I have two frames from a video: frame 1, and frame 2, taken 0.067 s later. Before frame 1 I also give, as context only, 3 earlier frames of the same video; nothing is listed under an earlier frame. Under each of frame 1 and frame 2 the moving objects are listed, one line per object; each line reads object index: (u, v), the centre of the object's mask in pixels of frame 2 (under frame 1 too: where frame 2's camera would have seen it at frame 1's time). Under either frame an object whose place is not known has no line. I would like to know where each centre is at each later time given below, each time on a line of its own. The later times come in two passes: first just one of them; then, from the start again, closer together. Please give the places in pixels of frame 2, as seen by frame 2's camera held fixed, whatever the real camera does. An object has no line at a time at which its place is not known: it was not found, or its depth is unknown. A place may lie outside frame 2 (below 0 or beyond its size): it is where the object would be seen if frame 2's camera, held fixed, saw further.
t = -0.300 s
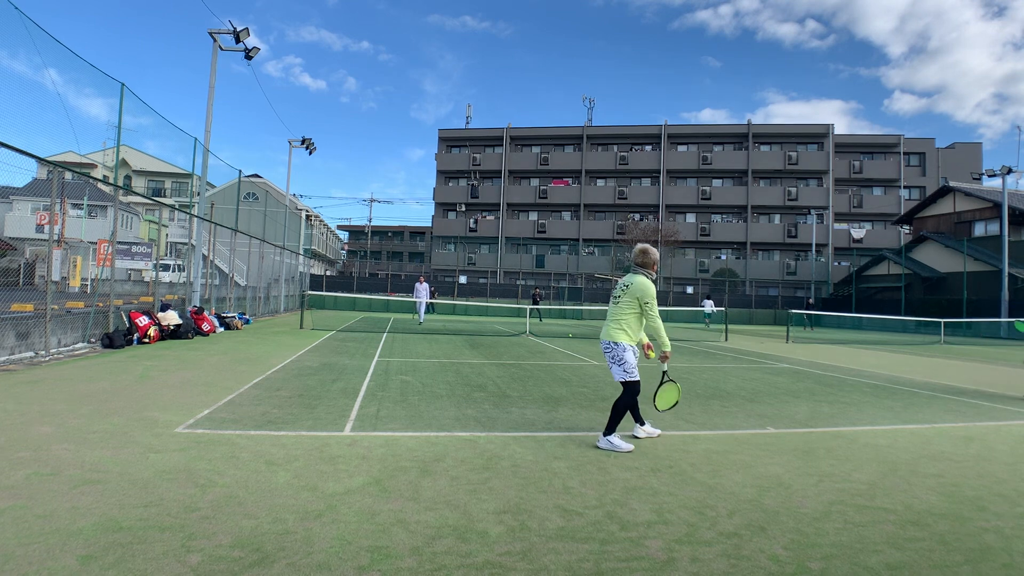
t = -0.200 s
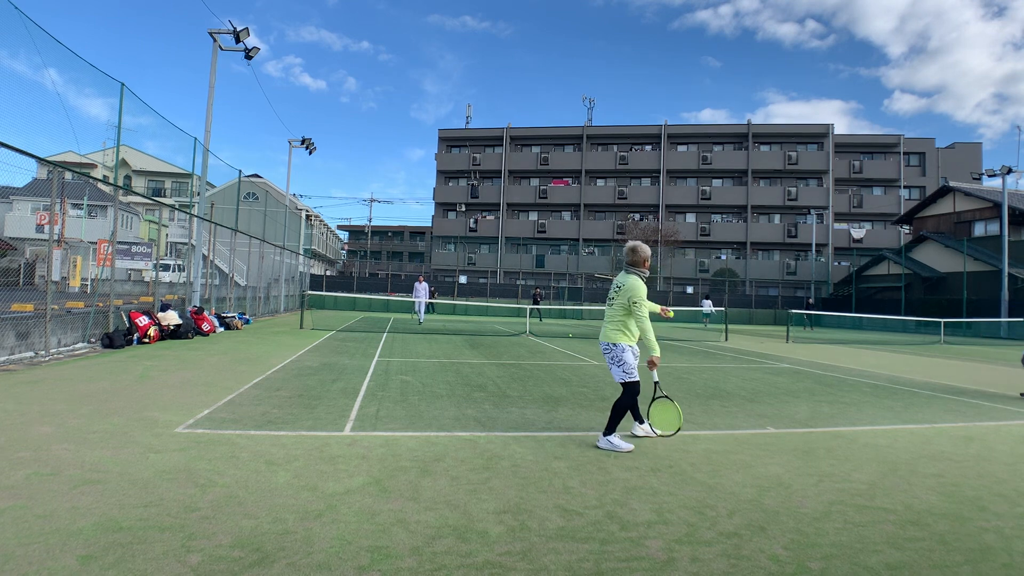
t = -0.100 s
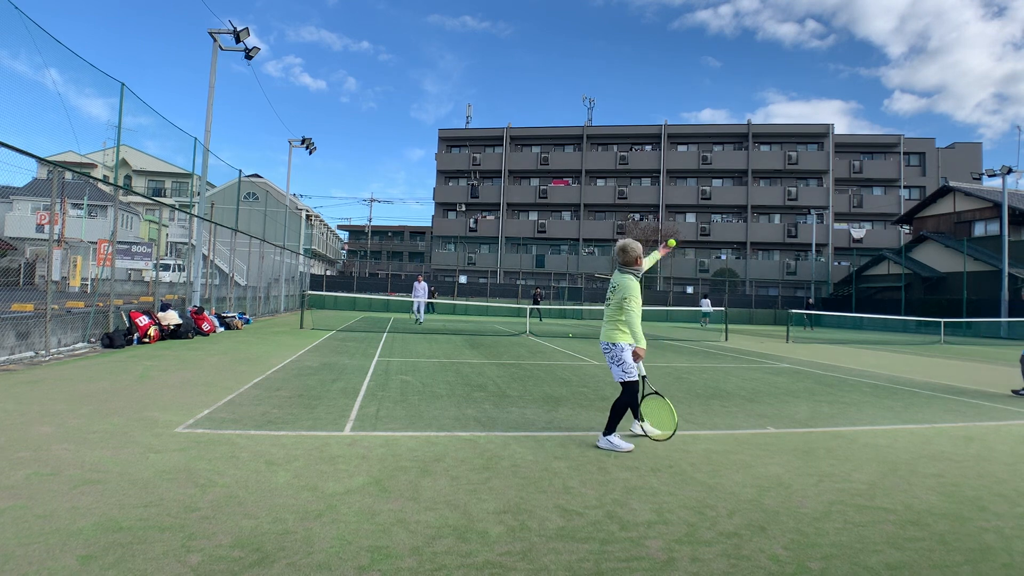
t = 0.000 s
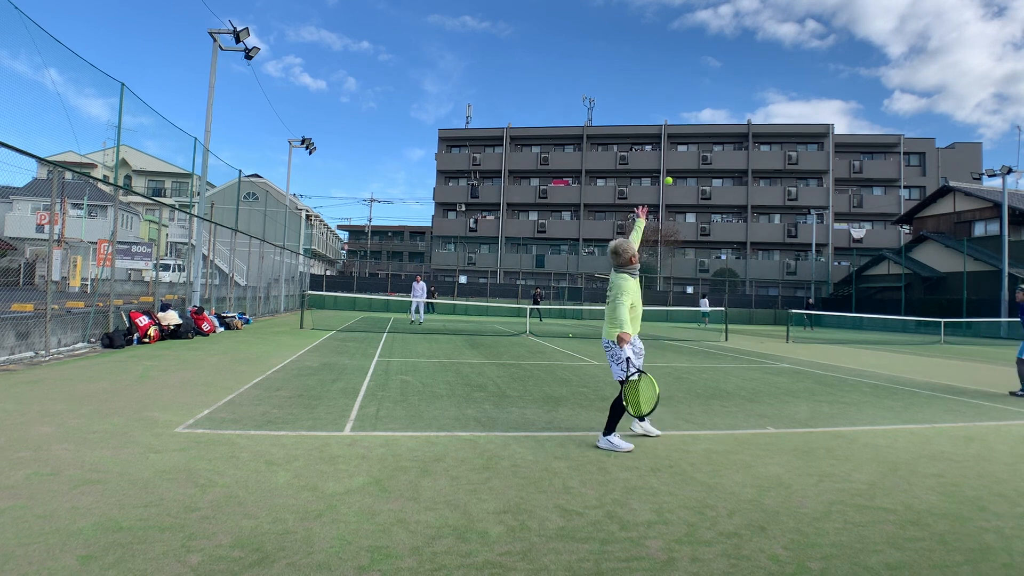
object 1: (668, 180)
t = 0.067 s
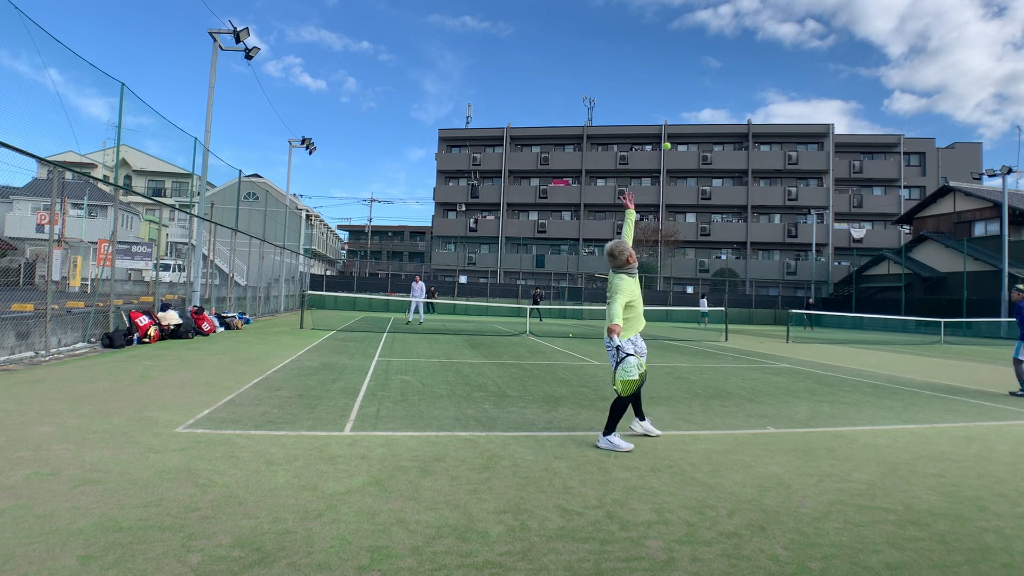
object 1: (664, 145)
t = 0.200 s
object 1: (663, 92)
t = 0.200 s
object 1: (663, 92)
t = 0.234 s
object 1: (662, 82)
